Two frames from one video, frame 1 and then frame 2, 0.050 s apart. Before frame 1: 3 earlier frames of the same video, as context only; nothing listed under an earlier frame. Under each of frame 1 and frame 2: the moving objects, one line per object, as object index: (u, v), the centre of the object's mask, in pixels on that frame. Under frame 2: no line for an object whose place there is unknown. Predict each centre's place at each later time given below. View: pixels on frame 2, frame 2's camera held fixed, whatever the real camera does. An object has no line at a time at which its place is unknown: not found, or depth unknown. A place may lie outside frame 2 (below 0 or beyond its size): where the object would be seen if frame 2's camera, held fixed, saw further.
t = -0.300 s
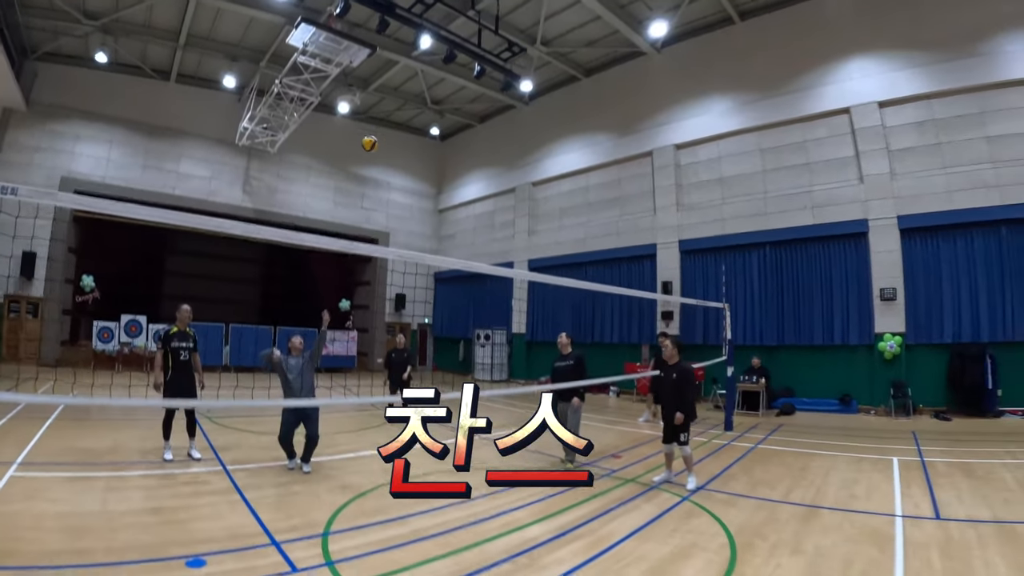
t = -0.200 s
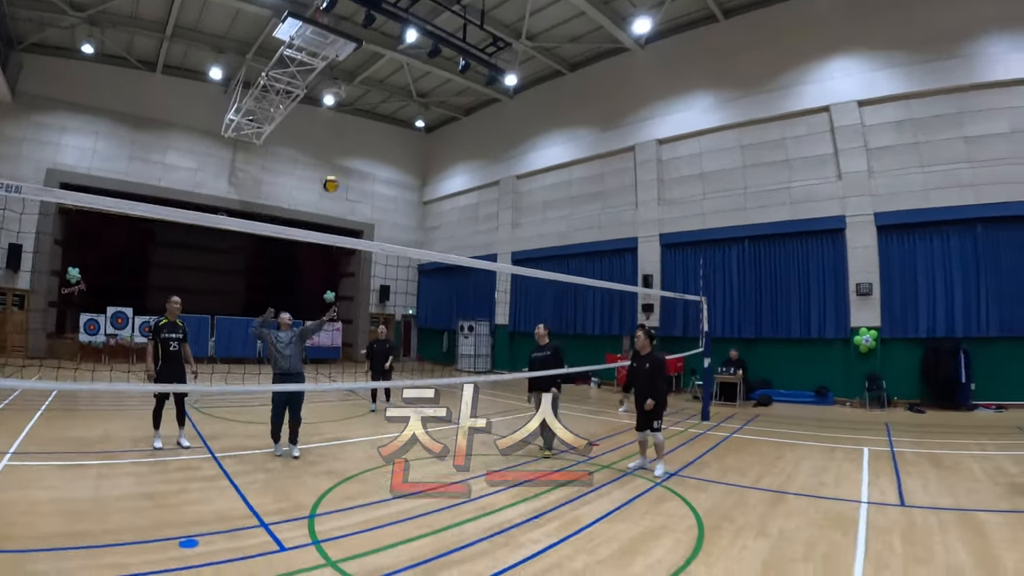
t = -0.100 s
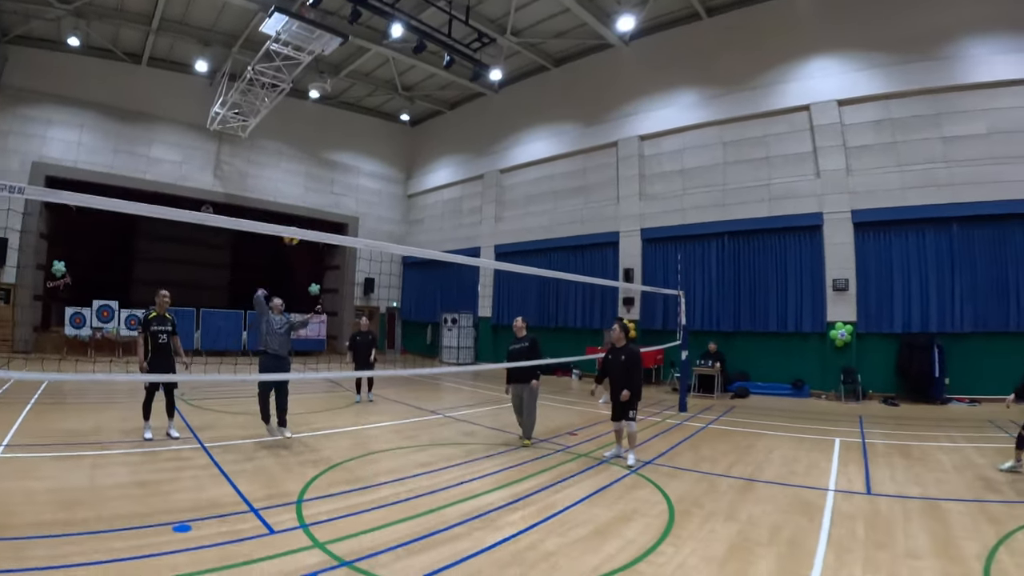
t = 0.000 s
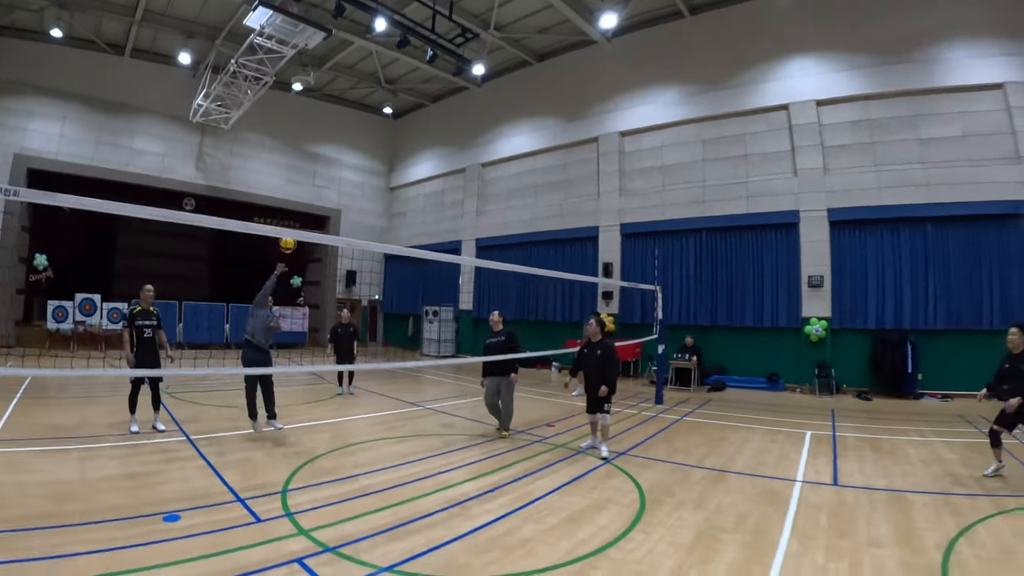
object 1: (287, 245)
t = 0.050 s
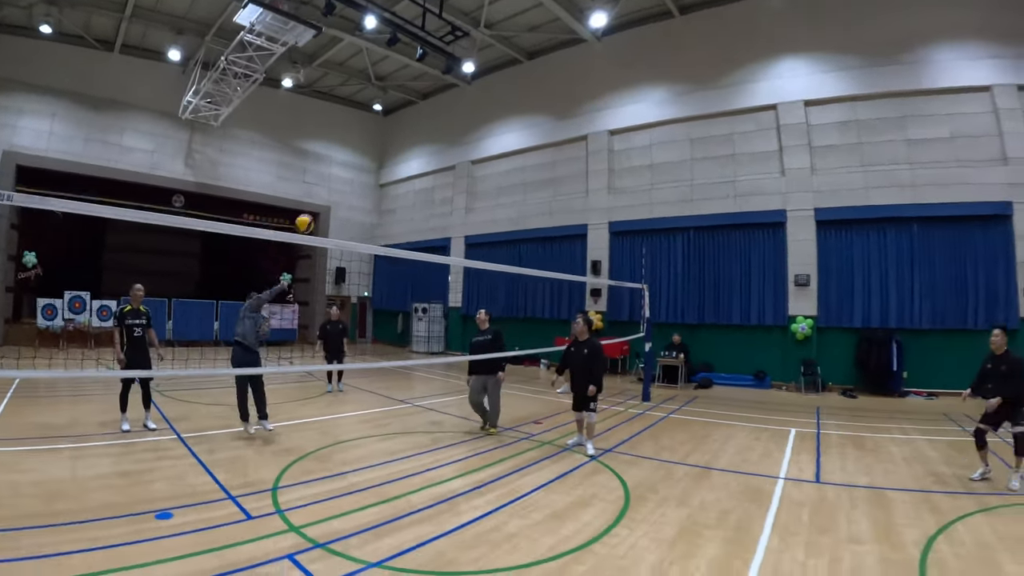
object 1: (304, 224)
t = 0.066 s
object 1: (313, 218)
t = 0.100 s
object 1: (333, 208)
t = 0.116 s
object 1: (343, 203)
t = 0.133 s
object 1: (354, 198)
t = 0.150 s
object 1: (366, 192)
